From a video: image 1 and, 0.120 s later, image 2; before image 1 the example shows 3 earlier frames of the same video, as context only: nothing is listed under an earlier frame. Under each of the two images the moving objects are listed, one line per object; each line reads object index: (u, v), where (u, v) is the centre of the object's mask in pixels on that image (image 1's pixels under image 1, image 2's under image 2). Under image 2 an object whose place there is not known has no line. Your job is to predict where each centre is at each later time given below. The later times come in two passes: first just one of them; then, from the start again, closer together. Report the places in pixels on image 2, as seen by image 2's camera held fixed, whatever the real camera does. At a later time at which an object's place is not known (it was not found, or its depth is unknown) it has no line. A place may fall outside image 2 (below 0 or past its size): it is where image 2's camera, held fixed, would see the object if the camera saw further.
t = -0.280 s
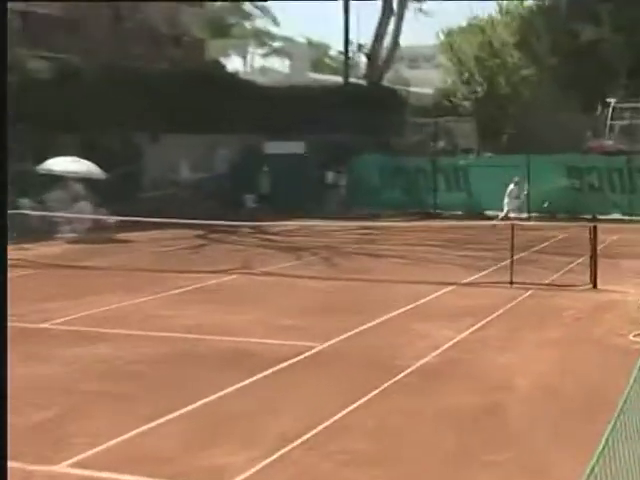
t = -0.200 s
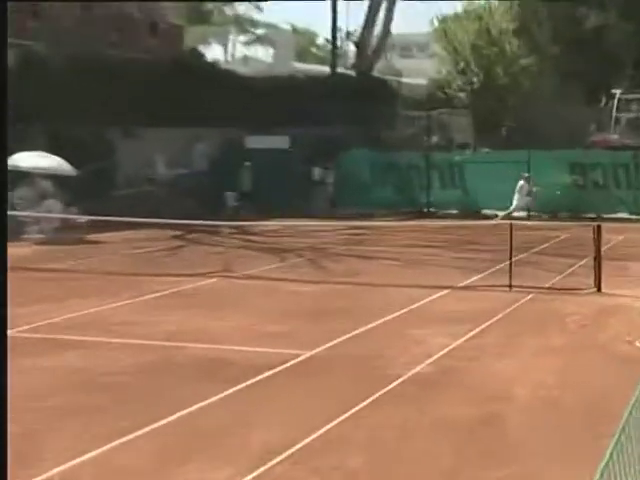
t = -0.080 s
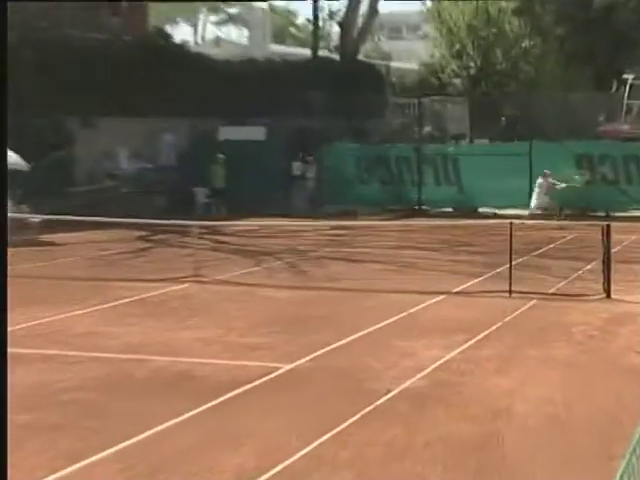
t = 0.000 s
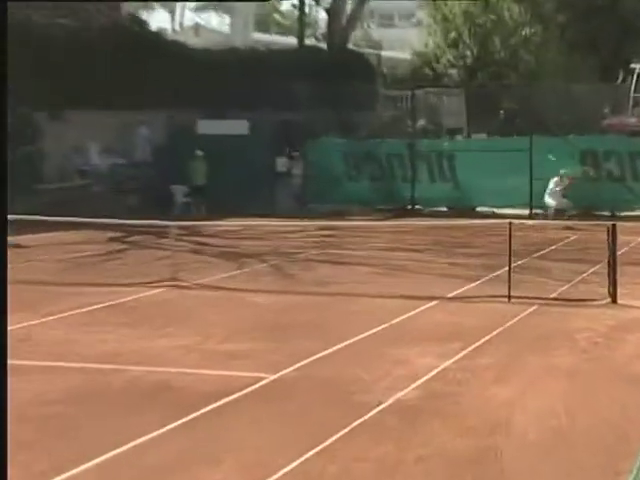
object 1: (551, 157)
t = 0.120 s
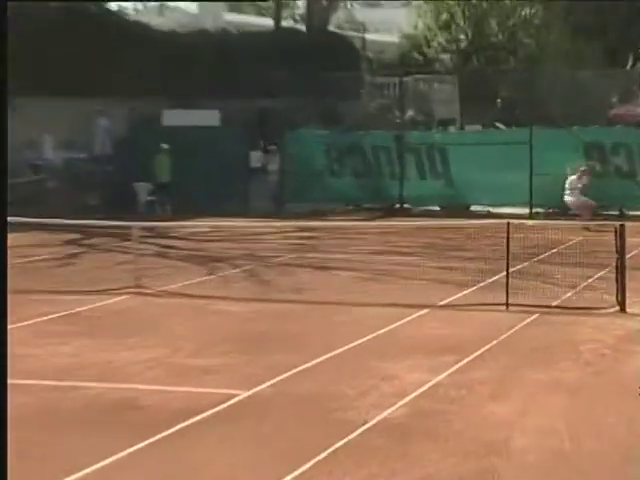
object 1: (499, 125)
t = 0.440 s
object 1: (330, 76)
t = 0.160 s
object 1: (480, 115)
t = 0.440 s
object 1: (330, 76)
